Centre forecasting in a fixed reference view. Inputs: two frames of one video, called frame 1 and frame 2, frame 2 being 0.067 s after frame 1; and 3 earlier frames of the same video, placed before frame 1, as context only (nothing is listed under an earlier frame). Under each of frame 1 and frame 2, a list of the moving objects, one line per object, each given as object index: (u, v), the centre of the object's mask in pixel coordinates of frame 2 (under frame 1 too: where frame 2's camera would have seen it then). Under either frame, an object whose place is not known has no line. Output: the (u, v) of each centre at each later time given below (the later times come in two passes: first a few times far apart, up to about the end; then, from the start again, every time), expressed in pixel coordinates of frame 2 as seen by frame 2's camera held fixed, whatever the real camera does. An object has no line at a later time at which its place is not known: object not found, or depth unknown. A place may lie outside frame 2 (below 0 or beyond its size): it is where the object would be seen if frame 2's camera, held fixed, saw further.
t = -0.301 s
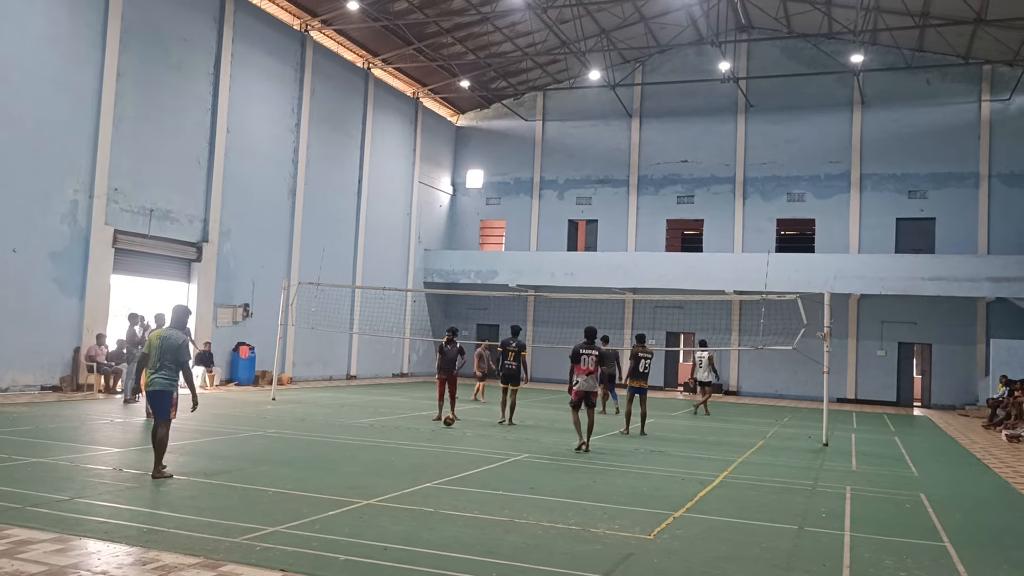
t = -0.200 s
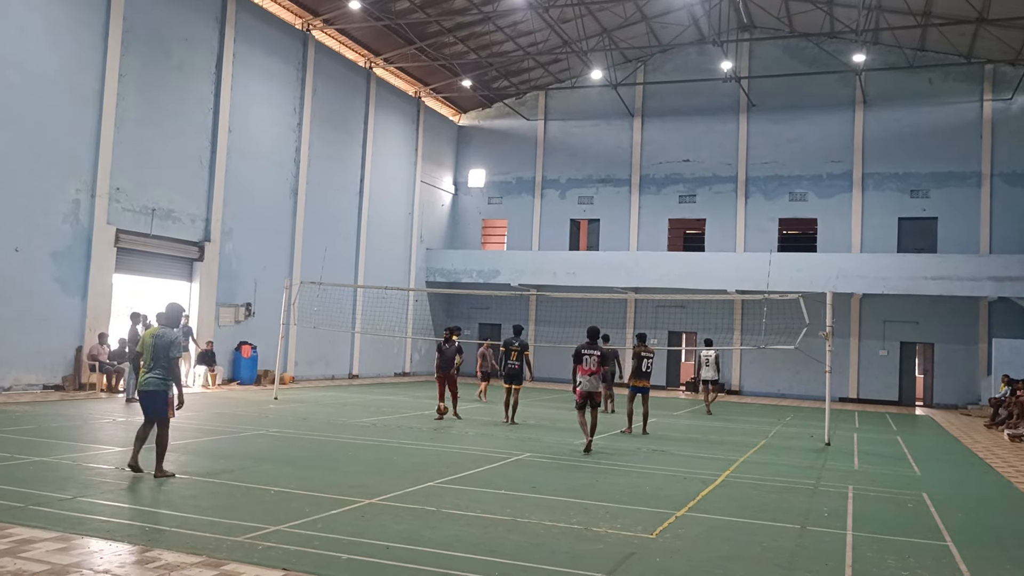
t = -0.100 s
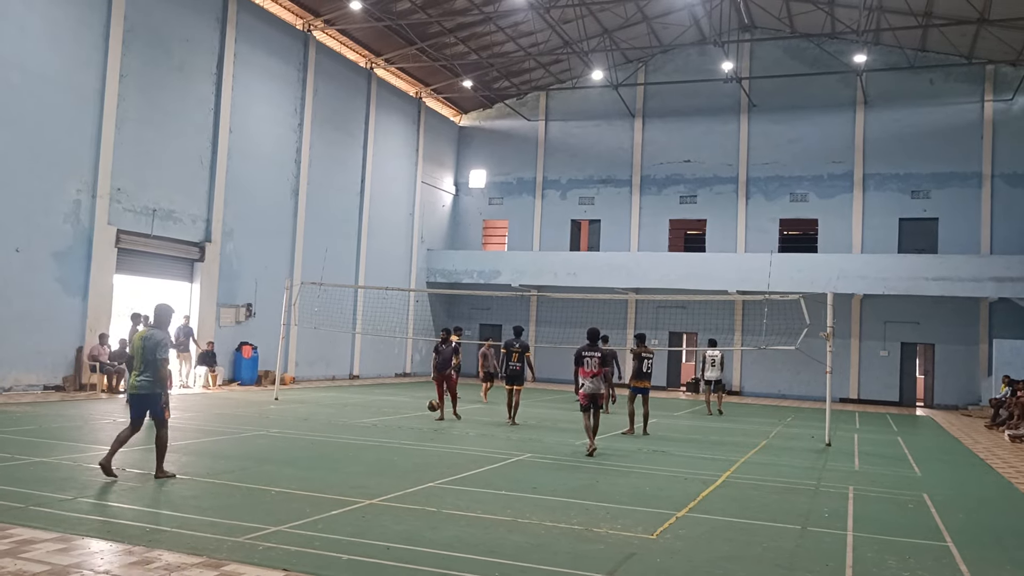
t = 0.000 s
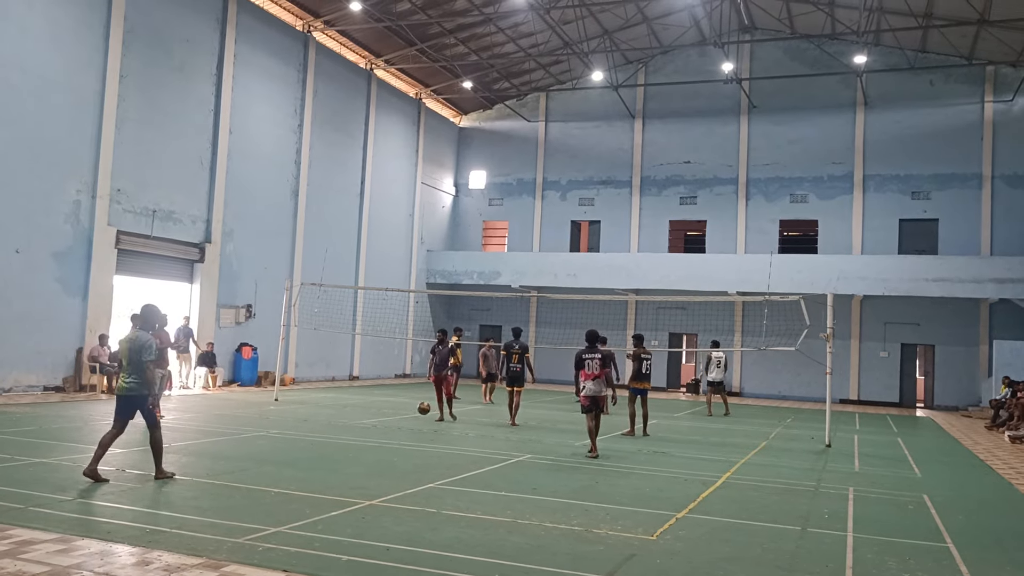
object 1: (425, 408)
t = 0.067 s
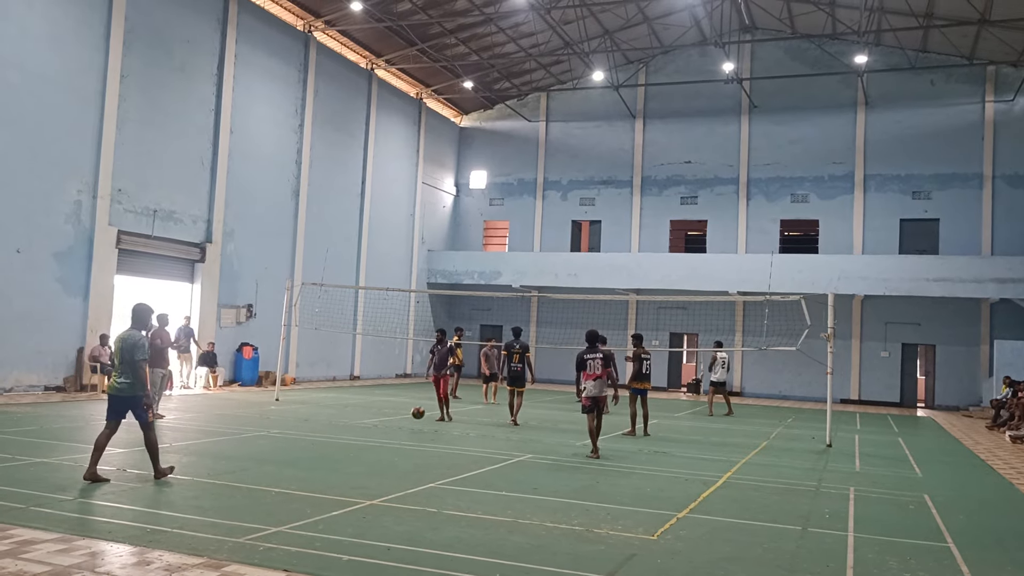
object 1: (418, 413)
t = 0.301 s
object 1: (394, 417)
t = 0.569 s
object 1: (364, 426)
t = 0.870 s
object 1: (330, 423)
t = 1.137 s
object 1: (295, 430)
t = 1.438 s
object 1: (252, 437)
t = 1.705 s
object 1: (209, 445)
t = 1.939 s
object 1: (167, 451)
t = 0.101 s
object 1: (414, 416)
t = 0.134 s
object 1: (411, 420)
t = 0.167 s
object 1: (407, 425)
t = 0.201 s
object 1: (404, 426)
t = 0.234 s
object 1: (401, 422)
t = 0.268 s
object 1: (397, 419)
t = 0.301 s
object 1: (394, 417)
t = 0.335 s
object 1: (391, 416)
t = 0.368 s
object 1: (387, 415)
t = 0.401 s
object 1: (383, 415)
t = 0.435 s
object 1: (380, 416)
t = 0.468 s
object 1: (376, 417)
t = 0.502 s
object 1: (372, 420)
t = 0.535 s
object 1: (368, 422)
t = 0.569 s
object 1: (364, 426)
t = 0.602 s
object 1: (360, 431)
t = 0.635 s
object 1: (356, 431)
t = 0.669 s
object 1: (352, 427)
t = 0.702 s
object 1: (349, 424)
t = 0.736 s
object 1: (345, 423)
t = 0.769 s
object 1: (342, 422)
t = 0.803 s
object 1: (338, 421)
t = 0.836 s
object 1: (334, 422)
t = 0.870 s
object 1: (330, 423)
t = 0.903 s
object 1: (325, 426)
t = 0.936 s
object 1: (321, 429)
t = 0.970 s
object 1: (317, 433)
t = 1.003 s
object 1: (313, 437)
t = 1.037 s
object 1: (308, 435)
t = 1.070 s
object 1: (304, 432)
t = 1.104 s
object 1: (300, 431)
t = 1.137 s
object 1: (295, 430)
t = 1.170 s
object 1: (291, 431)
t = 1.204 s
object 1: (286, 432)
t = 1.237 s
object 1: (282, 434)
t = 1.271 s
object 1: (276, 436)
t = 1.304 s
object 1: (271, 440)
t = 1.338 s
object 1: (266, 441)
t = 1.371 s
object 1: (262, 439)
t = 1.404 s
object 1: (257, 437)
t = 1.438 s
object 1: (252, 437)
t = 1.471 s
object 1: (247, 437)
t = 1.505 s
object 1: (242, 439)
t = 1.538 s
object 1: (236, 441)
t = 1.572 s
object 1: (231, 444)
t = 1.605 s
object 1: (225, 446)
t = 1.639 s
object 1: (220, 444)
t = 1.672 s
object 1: (214, 444)
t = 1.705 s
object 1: (209, 445)
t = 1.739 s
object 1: (203, 446)
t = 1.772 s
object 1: (197, 449)
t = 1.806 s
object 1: (192, 450)
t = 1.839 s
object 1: (185, 448)
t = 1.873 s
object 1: (180, 448)
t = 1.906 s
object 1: (174, 449)
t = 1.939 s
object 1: (167, 451)
